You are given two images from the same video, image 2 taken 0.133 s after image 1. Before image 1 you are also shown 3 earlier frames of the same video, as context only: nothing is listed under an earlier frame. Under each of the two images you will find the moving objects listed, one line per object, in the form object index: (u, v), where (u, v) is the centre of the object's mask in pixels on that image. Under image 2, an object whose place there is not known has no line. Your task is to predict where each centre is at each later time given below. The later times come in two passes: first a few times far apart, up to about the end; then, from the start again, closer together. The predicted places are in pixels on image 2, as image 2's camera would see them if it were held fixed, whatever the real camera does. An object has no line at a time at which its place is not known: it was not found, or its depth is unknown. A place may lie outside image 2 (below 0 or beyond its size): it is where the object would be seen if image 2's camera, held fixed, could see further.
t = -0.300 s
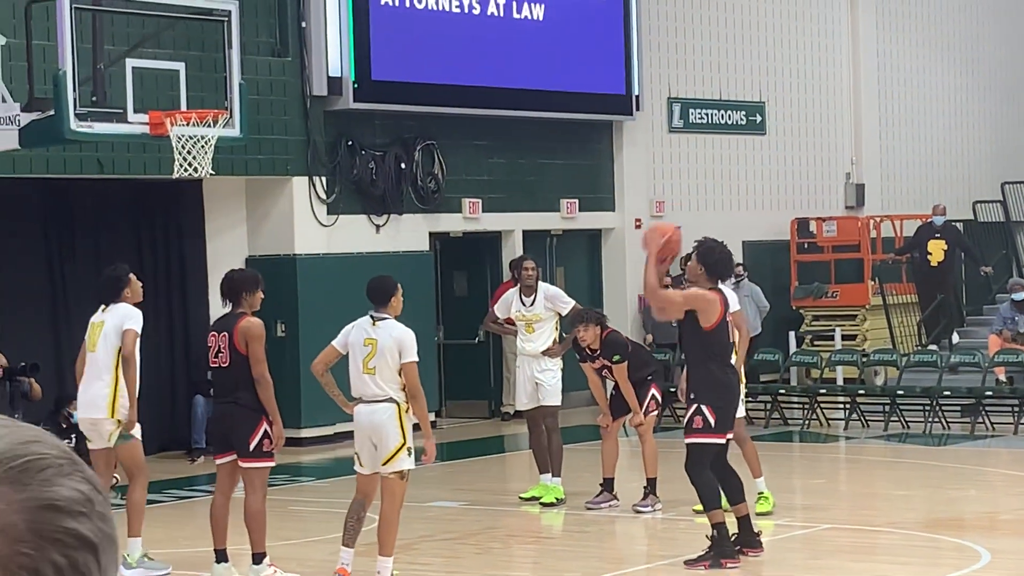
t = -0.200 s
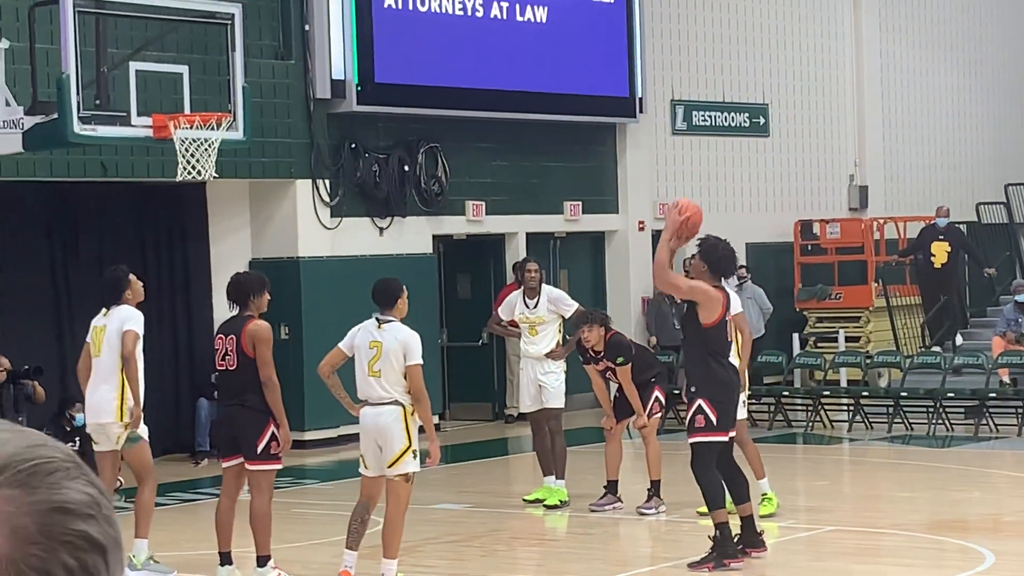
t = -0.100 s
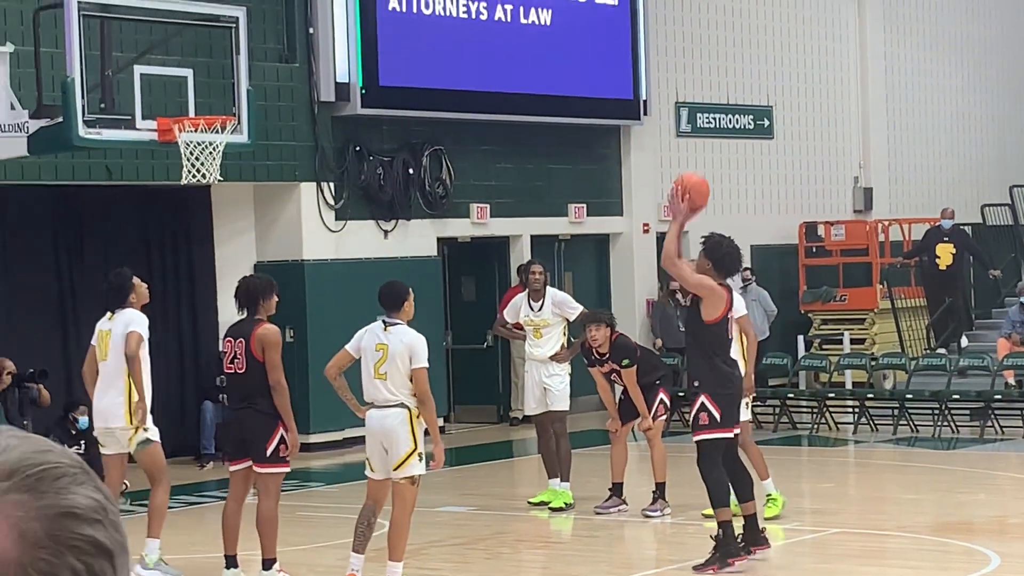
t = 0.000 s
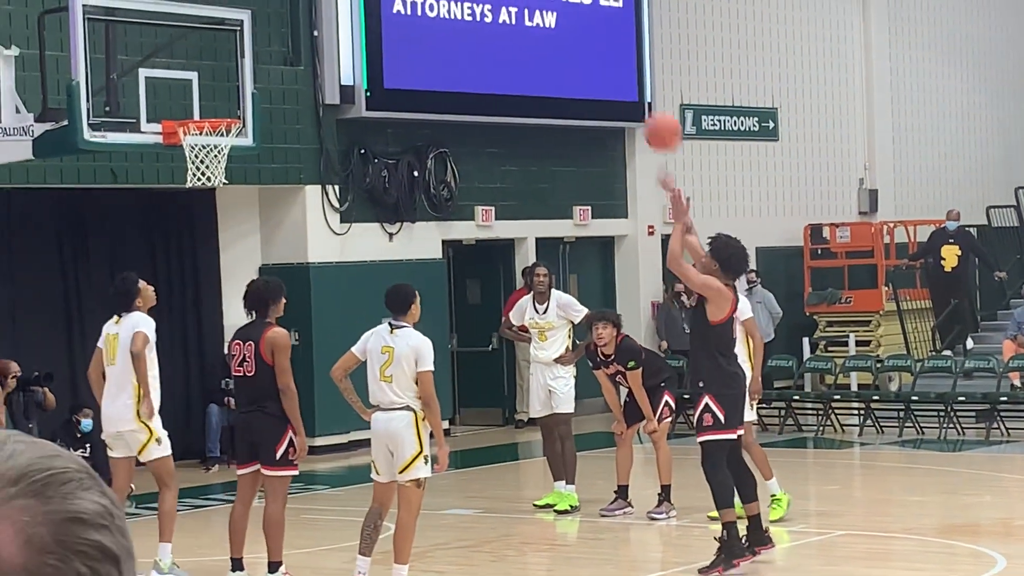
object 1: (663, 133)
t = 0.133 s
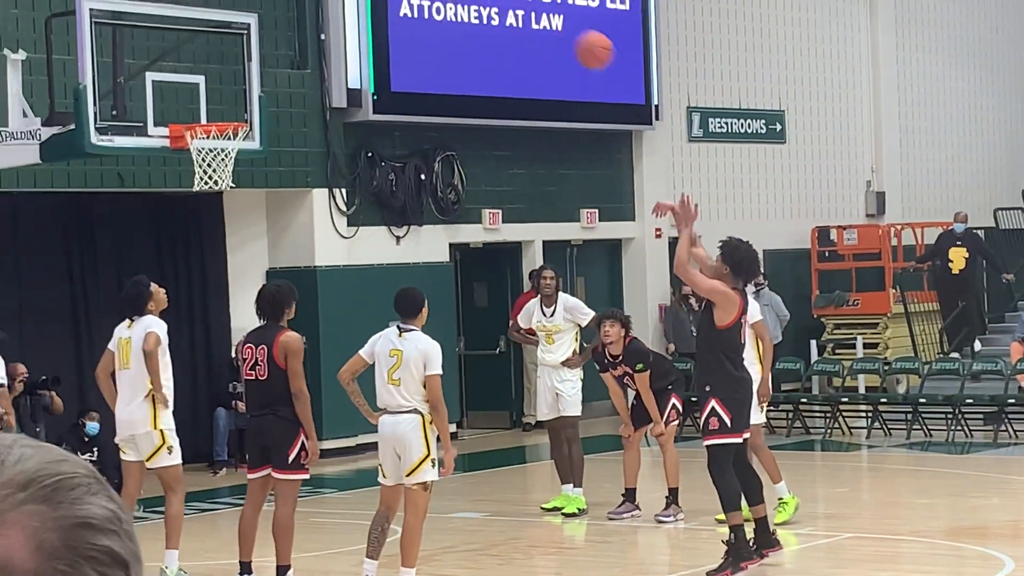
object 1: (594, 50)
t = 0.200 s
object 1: (559, 21)
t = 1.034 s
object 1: (199, 149)
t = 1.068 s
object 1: (190, 161)
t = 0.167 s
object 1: (576, 34)
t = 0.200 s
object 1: (559, 21)
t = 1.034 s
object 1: (199, 149)
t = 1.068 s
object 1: (190, 161)
